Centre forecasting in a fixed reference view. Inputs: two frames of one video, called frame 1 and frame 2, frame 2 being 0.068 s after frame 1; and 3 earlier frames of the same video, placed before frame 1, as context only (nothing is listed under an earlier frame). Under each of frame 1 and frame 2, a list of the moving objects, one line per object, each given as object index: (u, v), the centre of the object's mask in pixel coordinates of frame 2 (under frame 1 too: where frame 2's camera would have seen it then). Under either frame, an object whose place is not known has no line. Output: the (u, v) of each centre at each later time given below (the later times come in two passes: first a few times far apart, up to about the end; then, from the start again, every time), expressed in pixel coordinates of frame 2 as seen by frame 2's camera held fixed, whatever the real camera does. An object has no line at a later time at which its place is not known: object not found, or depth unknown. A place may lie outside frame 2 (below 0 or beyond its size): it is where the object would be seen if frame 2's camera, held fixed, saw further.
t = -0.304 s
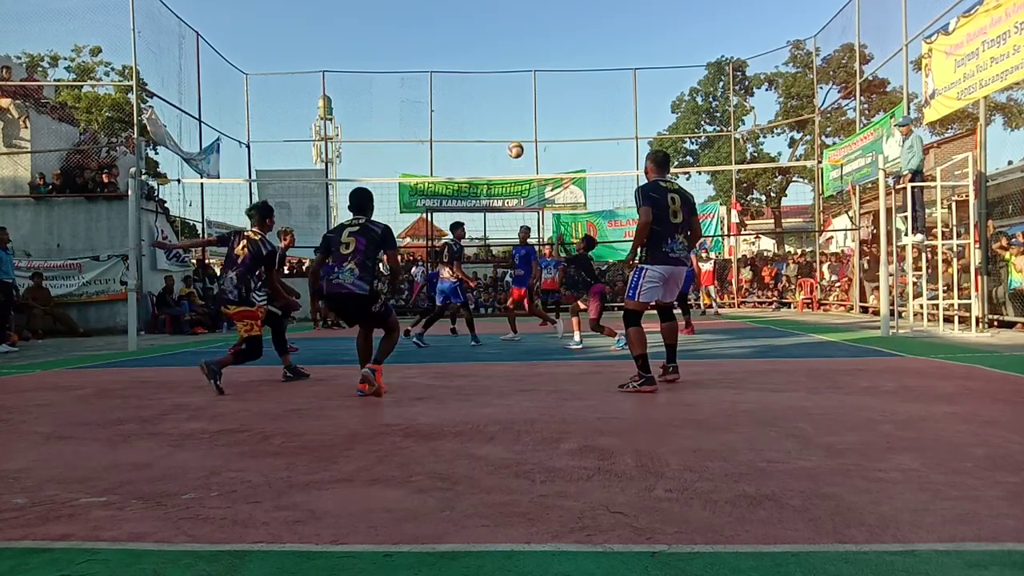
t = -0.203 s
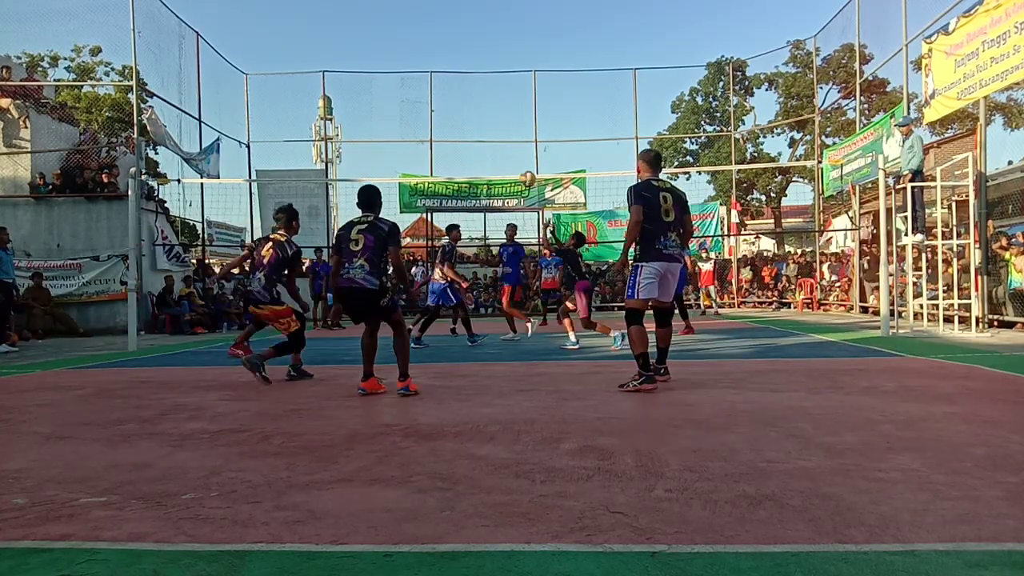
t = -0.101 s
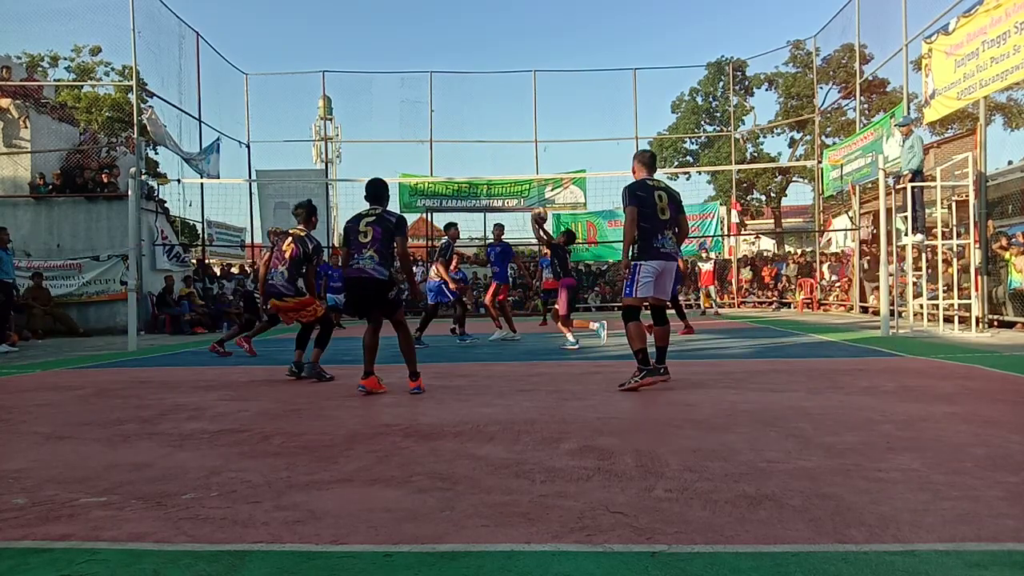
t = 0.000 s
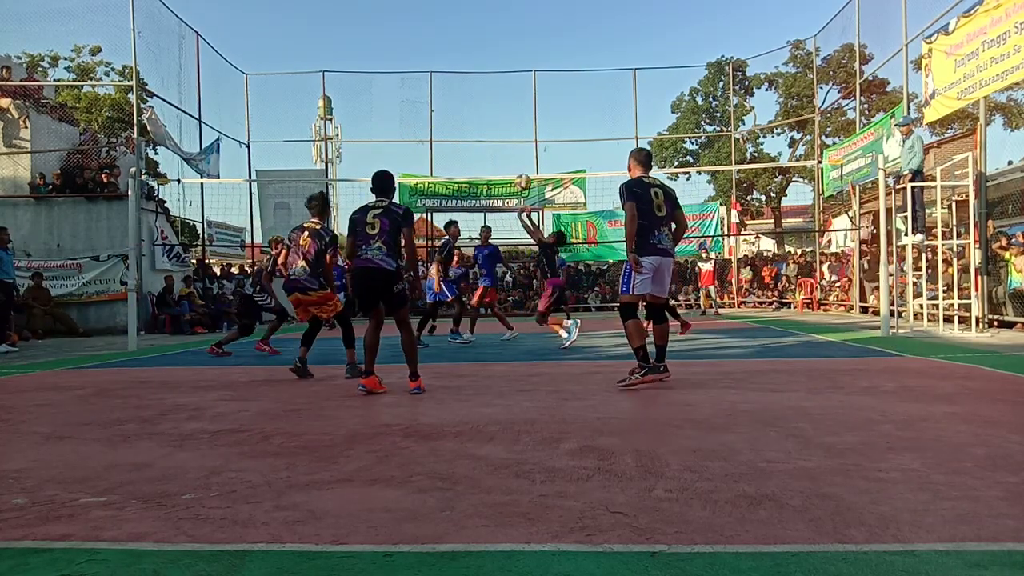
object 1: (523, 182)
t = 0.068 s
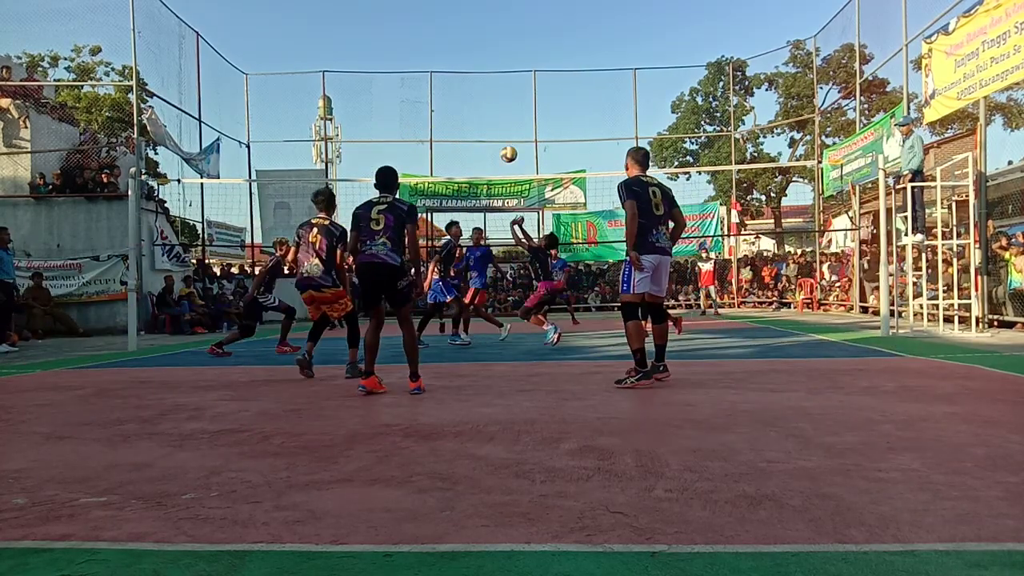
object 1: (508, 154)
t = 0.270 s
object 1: (467, 93)
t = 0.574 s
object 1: (409, 63)
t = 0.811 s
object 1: (368, 86)
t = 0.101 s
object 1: (501, 142)
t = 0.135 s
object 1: (494, 130)
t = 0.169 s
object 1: (487, 119)
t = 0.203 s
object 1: (481, 110)
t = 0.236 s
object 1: (474, 101)
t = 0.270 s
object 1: (467, 93)
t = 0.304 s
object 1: (460, 86)
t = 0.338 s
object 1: (454, 80)
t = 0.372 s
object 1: (447, 75)
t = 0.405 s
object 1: (441, 71)
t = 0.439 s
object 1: (435, 67)
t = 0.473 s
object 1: (428, 65)
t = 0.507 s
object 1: (422, 63)
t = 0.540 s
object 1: (416, 63)
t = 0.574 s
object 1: (409, 63)
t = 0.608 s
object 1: (404, 63)
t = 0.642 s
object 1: (397, 65)
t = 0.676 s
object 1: (392, 68)
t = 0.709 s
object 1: (385, 72)
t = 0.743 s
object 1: (379, 76)
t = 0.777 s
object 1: (374, 81)
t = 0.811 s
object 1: (368, 86)
